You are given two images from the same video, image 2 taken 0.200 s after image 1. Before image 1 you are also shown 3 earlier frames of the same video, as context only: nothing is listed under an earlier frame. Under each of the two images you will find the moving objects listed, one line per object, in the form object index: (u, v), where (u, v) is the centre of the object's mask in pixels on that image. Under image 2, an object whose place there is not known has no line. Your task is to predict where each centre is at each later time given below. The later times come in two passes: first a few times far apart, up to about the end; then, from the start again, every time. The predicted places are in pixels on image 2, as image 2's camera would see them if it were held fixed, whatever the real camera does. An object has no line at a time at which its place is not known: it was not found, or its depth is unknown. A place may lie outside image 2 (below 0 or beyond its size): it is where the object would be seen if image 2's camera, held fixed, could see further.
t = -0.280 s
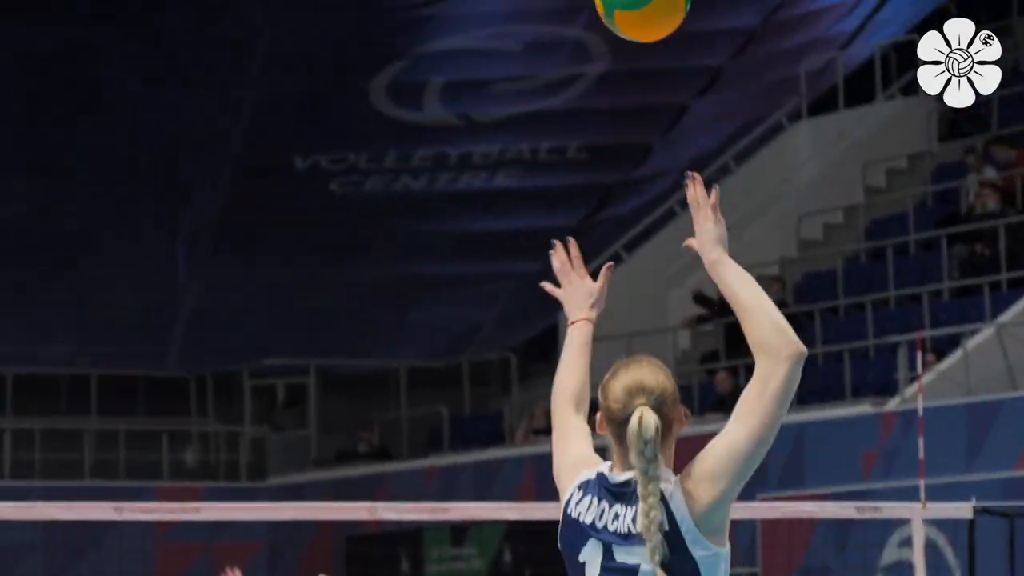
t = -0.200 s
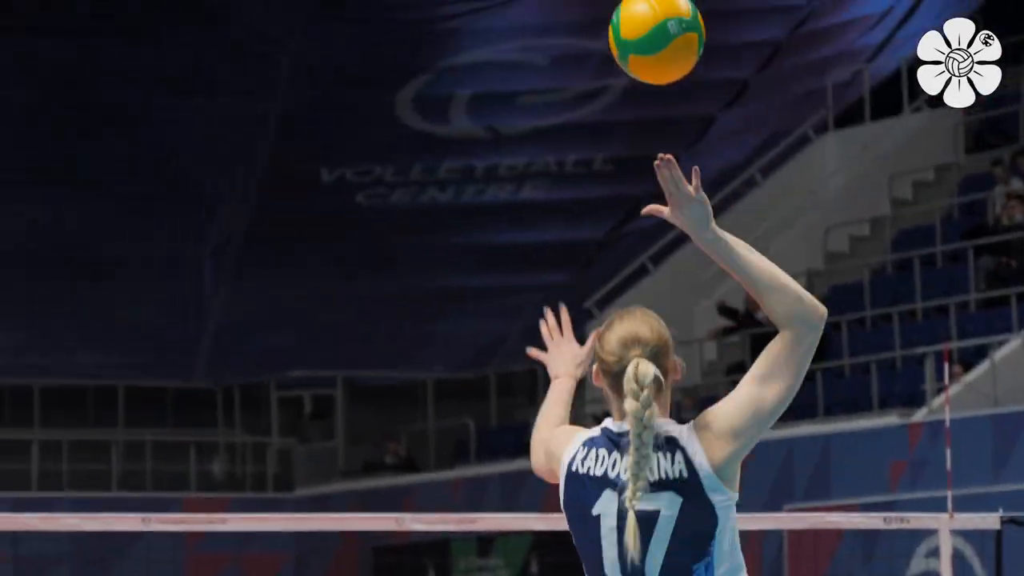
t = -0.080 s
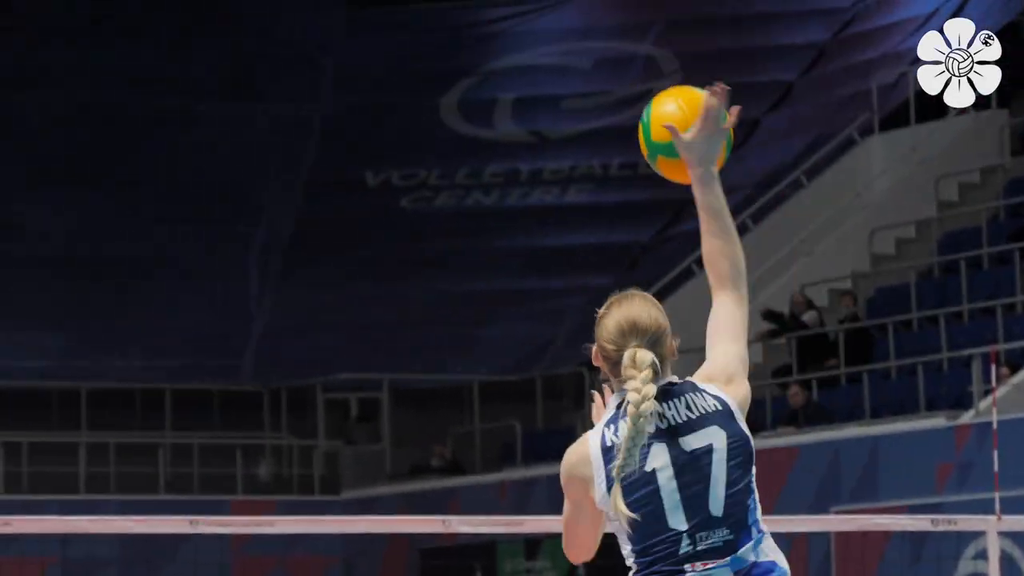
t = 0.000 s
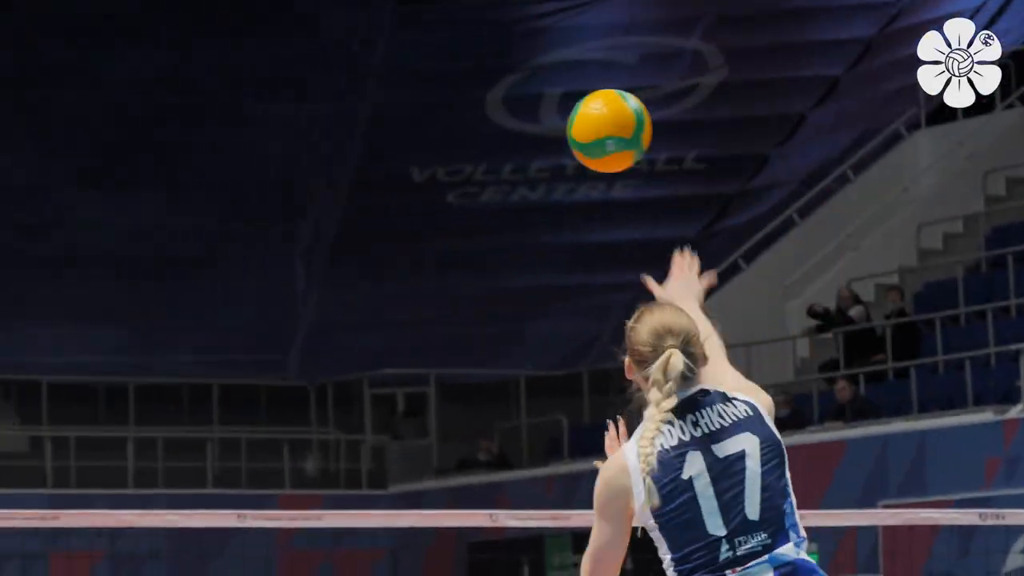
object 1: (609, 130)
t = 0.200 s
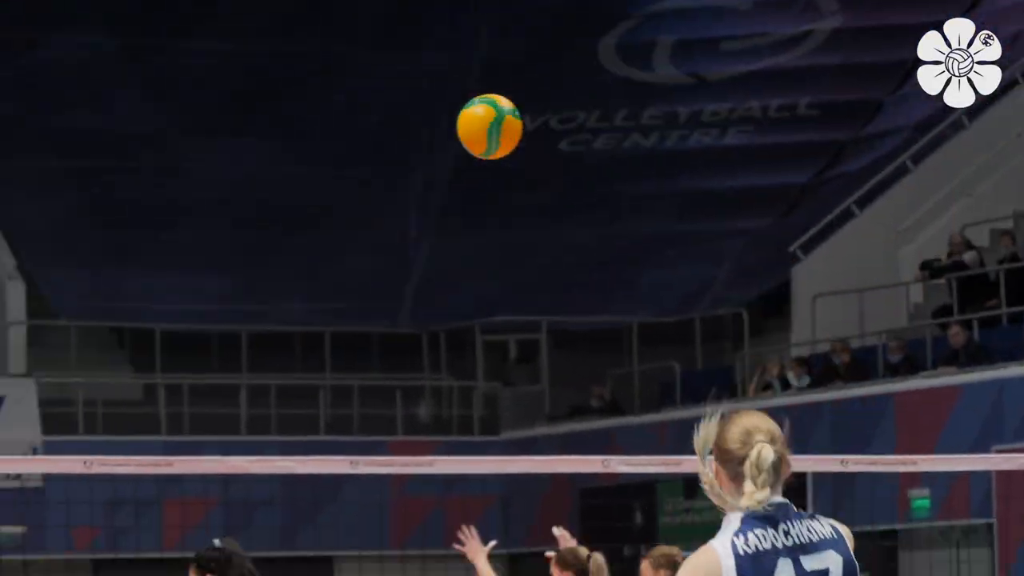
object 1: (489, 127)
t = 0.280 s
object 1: (417, 170)
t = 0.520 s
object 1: (277, 340)
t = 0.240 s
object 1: (452, 147)
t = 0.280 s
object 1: (417, 170)
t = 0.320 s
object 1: (385, 196)
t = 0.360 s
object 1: (359, 222)
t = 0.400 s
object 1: (335, 251)
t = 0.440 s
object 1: (314, 281)
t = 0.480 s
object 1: (295, 310)
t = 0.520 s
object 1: (277, 340)
